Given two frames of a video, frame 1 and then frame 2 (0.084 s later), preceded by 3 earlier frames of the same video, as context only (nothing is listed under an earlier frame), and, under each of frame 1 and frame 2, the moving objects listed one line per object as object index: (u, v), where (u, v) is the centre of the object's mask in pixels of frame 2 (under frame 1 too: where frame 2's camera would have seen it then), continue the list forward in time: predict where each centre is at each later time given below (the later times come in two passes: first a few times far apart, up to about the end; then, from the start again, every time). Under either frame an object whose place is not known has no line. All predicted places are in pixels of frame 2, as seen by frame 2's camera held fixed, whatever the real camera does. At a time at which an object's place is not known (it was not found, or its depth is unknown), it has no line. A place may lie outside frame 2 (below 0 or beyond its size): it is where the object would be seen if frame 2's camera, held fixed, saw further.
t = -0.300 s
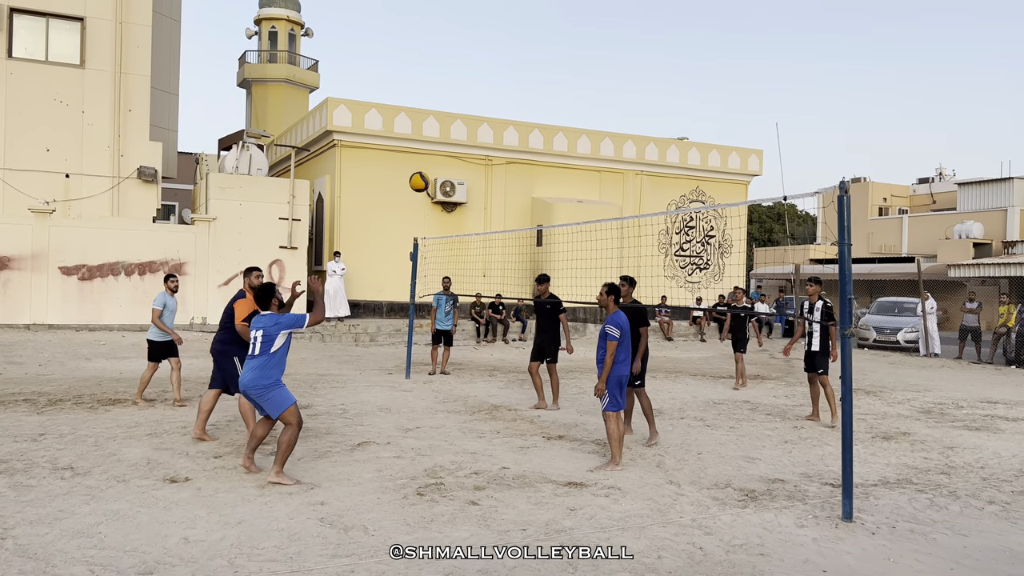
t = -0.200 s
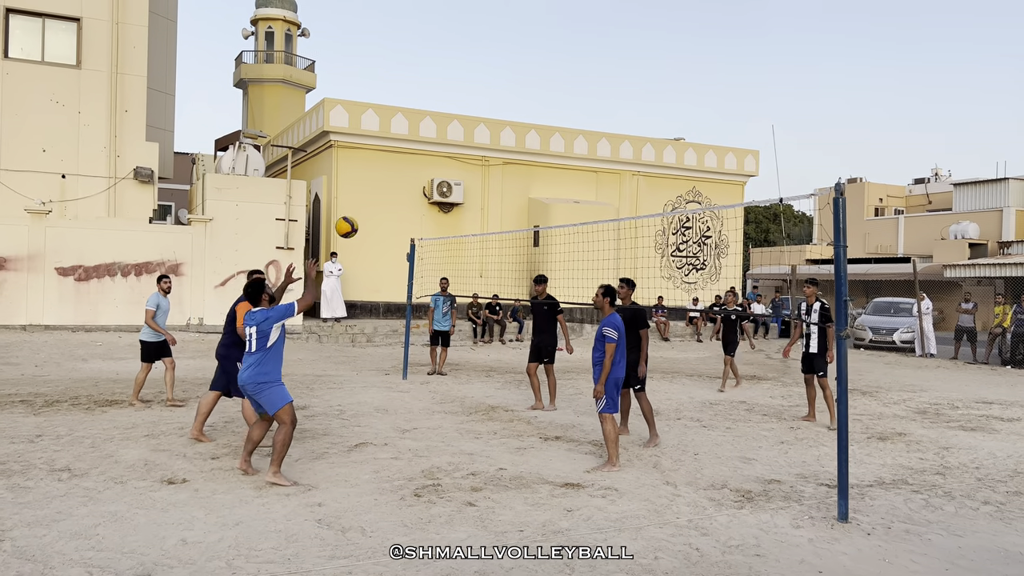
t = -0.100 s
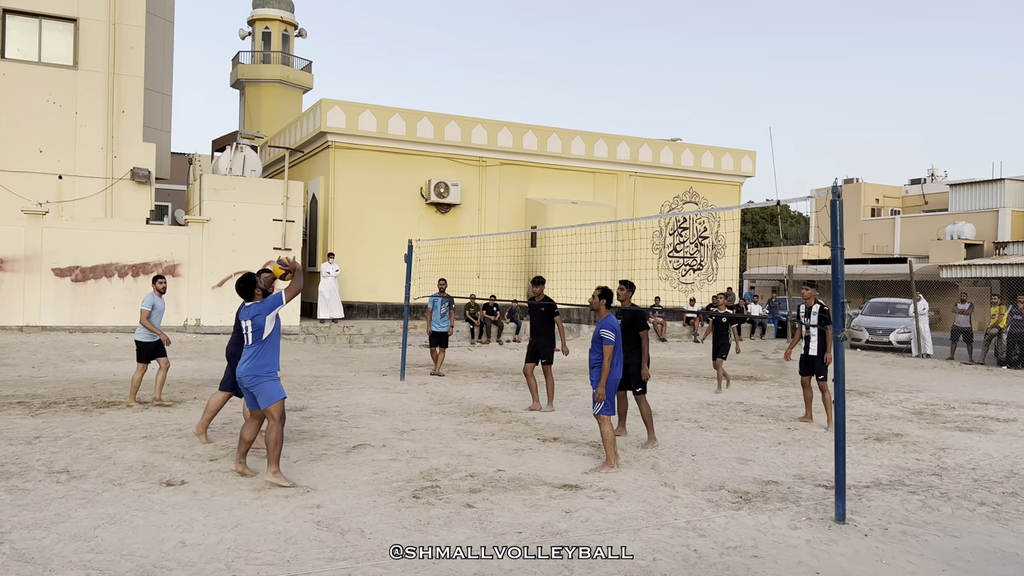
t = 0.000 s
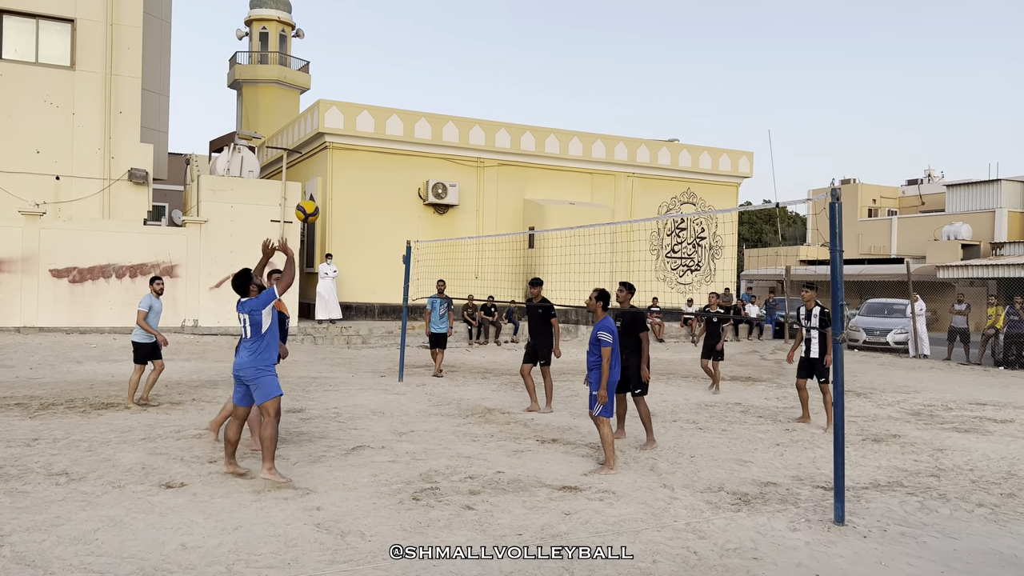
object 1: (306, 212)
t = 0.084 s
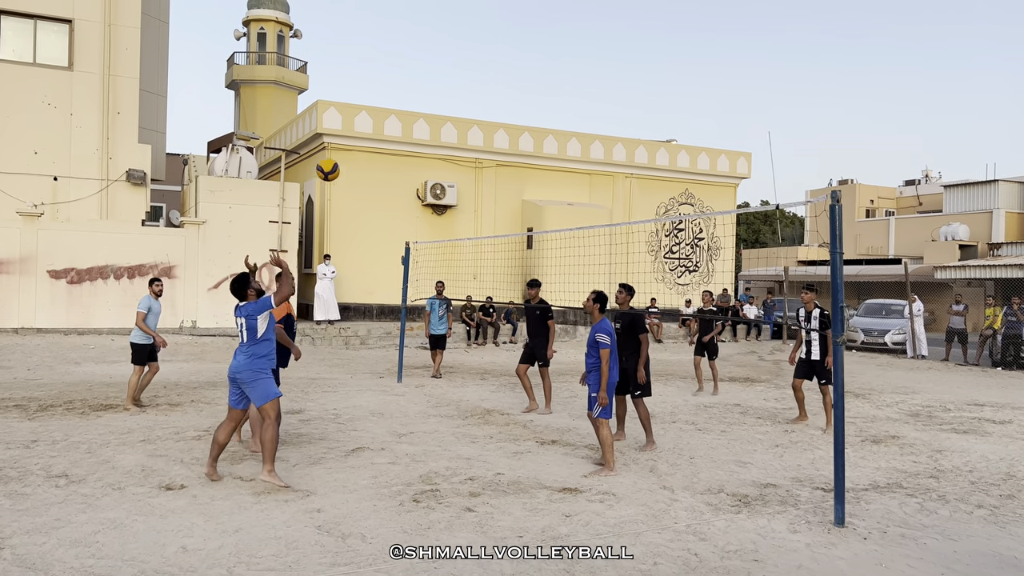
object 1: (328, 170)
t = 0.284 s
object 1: (377, 102)
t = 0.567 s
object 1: (440, 81)
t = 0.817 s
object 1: (489, 129)
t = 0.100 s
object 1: (332, 162)
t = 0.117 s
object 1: (336, 155)
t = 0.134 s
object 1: (340, 148)
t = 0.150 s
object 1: (344, 142)
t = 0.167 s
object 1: (349, 136)
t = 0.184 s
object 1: (353, 130)
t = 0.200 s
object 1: (357, 124)
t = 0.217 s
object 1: (361, 119)
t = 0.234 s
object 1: (365, 114)
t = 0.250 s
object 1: (369, 110)
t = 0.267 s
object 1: (373, 106)
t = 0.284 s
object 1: (377, 102)
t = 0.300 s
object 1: (381, 98)
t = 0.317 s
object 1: (385, 95)
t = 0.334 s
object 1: (389, 92)
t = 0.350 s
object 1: (393, 89)
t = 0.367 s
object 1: (396, 87)
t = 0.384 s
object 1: (400, 85)
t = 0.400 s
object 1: (404, 83)
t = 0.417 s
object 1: (408, 82)
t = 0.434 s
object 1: (411, 80)
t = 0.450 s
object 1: (415, 80)
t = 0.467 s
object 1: (419, 79)
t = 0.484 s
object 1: (422, 79)
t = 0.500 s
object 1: (426, 79)
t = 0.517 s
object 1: (429, 79)
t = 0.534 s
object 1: (433, 79)
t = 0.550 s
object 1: (436, 80)
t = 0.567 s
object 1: (440, 81)
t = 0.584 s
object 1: (443, 83)
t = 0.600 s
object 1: (447, 84)
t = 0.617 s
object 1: (450, 86)
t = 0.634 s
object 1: (453, 88)
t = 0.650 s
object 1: (457, 91)
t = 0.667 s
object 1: (460, 93)
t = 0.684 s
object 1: (463, 96)
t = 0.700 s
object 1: (467, 100)
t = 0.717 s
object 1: (470, 103)
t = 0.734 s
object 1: (473, 107)
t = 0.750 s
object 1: (477, 111)
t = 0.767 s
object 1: (479, 115)
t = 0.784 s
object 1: (483, 120)
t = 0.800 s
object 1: (486, 124)
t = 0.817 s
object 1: (489, 129)
